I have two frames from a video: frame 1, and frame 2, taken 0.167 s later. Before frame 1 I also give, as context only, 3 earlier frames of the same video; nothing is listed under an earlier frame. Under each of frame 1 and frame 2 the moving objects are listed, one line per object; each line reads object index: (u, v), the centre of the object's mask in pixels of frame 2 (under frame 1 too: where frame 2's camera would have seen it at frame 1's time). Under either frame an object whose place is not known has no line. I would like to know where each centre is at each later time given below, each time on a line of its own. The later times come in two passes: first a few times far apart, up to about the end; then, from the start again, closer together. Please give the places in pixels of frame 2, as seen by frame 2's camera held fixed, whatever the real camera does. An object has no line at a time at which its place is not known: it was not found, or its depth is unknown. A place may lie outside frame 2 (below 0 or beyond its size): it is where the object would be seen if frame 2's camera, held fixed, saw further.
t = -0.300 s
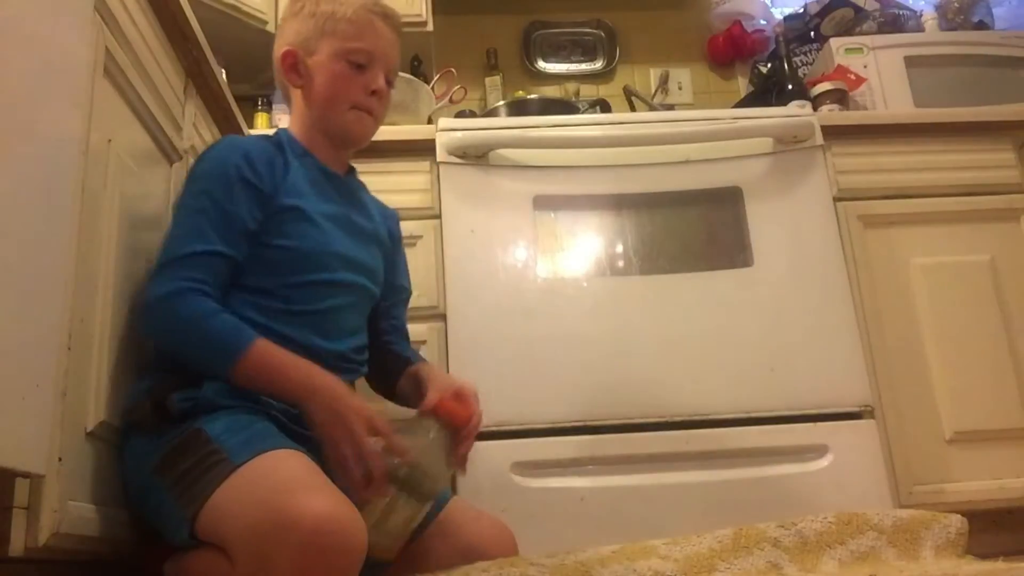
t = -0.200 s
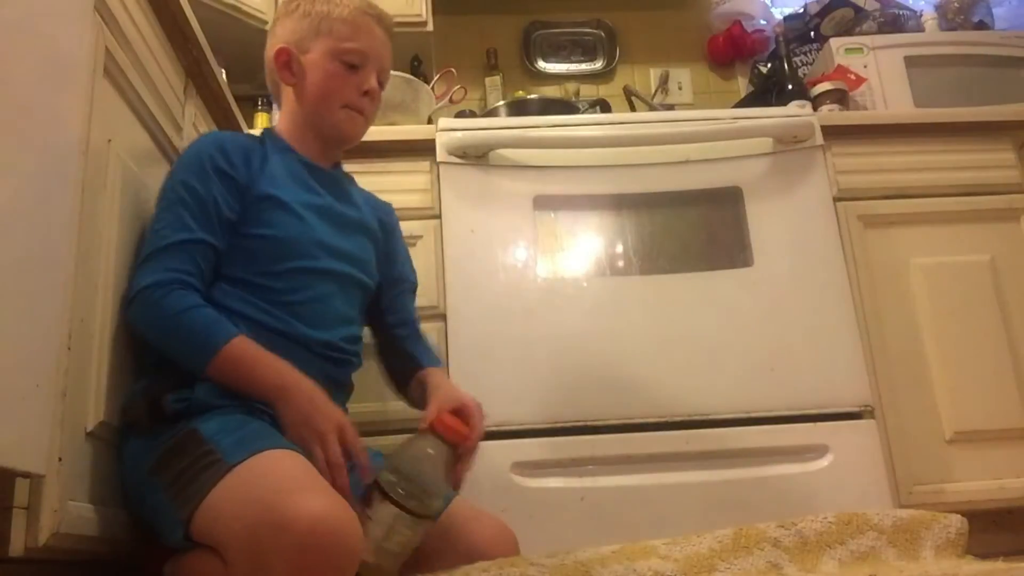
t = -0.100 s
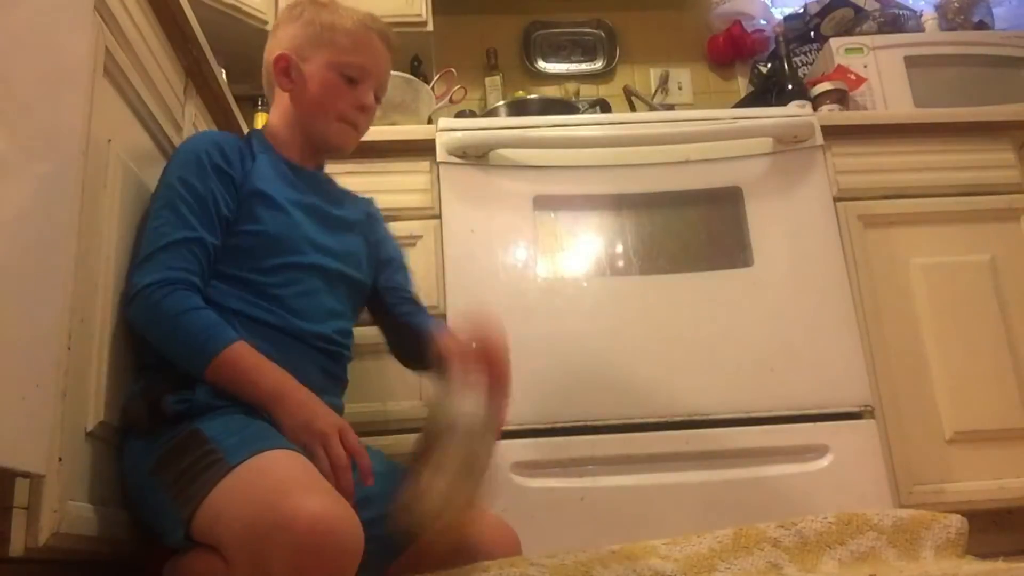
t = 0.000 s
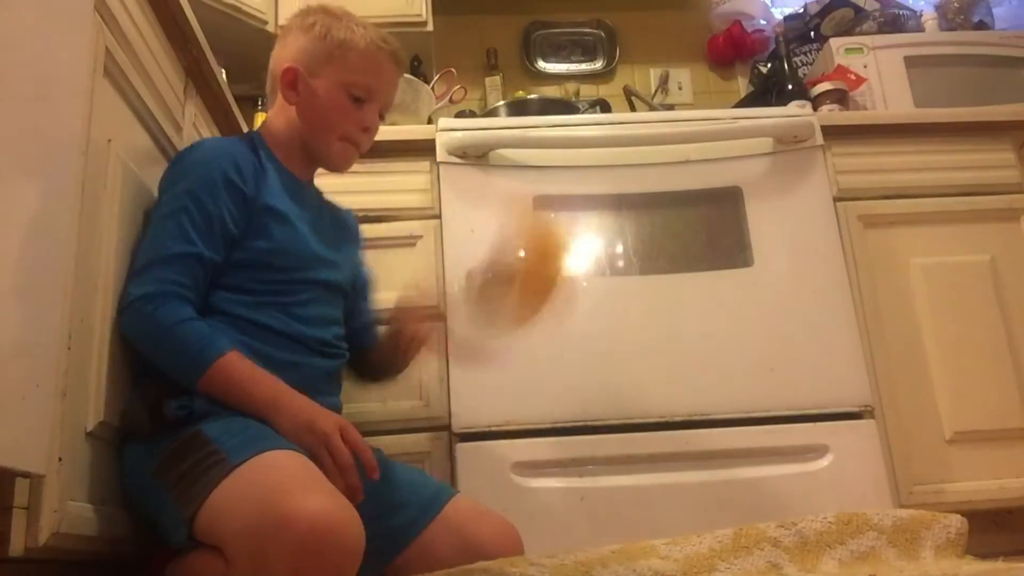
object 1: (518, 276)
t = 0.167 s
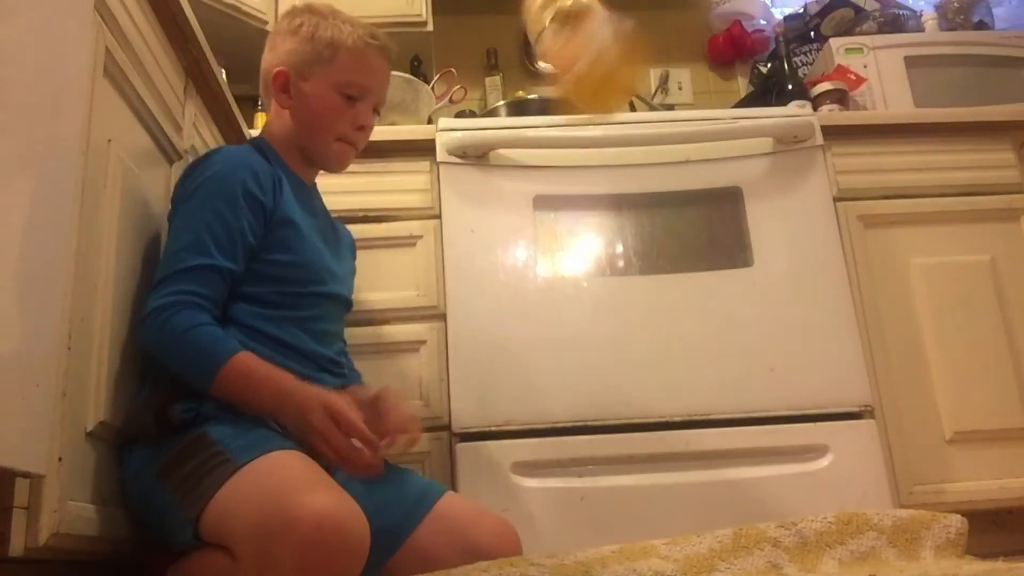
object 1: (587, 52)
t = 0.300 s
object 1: (635, 57)
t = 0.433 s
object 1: (742, 152)
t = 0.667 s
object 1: (900, 440)
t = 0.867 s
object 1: (955, 451)
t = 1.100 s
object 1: (942, 455)
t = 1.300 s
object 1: (943, 454)
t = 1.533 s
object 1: (943, 454)
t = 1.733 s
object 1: (943, 454)
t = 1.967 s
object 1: (943, 454)
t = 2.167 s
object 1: (943, 454)
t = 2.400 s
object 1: (943, 454)
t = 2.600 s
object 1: (943, 454)
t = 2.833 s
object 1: (943, 454)
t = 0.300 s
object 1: (635, 57)
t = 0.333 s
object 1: (670, 61)
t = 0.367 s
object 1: (687, 68)
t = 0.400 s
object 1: (713, 92)
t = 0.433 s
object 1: (742, 152)
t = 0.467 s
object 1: (763, 197)
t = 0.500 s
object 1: (798, 266)
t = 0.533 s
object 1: (827, 341)
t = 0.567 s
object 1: (866, 462)
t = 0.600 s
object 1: (874, 444)
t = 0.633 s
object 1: (888, 438)
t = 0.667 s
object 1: (900, 440)
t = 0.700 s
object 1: (916, 452)
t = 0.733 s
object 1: (929, 461)
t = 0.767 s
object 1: (940, 458)
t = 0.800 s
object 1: (949, 454)
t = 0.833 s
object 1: (956, 452)
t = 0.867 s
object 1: (955, 451)
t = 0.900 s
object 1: (945, 455)
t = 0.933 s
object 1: (937, 455)
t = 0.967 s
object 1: (937, 455)
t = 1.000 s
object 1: (943, 455)
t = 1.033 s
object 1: (944, 454)
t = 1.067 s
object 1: (942, 455)
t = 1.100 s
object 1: (942, 455)
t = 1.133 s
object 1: (943, 455)
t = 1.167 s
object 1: (943, 454)
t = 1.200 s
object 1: (943, 454)
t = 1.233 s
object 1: (943, 454)
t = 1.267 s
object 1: (943, 454)
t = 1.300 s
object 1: (943, 454)
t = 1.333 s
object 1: (943, 454)
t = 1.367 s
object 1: (943, 454)
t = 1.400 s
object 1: (943, 454)
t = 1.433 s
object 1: (943, 454)
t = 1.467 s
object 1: (943, 454)
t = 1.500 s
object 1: (943, 454)
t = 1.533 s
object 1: (943, 454)
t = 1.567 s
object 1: (943, 454)
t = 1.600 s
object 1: (943, 454)
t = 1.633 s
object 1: (943, 454)
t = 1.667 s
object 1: (943, 454)
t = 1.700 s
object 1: (943, 454)
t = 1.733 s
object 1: (943, 454)
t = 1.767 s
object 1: (943, 454)
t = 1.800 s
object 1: (943, 454)
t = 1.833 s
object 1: (943, 454)
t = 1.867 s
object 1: (943, 454)
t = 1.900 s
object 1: (943, 454)
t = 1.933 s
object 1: (943, 454)
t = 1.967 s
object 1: (943, 454)
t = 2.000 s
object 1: (943, 454)
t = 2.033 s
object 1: (943, 454)
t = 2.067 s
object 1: (943, 454)
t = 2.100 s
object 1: (943, 454)
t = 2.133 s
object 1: (943, 454)
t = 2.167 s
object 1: (943, 454)
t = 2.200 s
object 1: (943, 454)
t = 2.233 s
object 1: (943, 454)
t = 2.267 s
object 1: (943, 454)
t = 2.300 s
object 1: (943, 454)
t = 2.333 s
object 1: (943, 454)
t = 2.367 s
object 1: (943, 454)
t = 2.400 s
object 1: (943, 454)
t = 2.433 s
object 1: (943, 454)
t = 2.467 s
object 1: (943, 454)
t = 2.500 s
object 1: (943, 454)
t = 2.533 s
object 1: (943, 454)
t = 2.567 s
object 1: (943, 454)
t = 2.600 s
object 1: (943, 454)
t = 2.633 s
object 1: (943, 454)
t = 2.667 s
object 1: (943, 454)
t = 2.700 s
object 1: (943, 454)
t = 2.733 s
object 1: (943, 454)
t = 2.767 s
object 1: (943, 454)
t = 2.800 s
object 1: (943, 454)
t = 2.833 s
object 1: (943, 454)
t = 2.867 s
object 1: (943, 454)
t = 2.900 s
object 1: (943, 454)
